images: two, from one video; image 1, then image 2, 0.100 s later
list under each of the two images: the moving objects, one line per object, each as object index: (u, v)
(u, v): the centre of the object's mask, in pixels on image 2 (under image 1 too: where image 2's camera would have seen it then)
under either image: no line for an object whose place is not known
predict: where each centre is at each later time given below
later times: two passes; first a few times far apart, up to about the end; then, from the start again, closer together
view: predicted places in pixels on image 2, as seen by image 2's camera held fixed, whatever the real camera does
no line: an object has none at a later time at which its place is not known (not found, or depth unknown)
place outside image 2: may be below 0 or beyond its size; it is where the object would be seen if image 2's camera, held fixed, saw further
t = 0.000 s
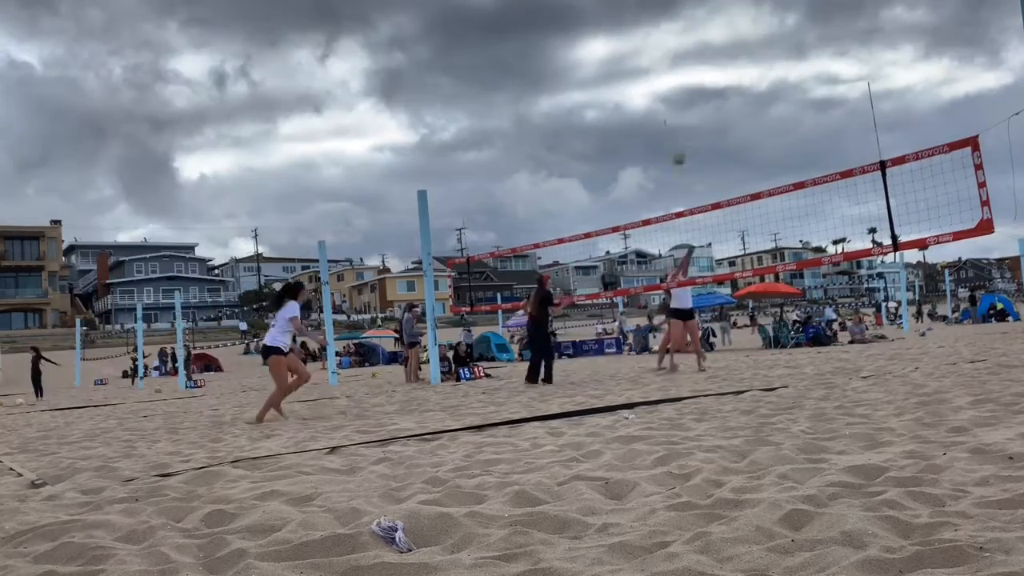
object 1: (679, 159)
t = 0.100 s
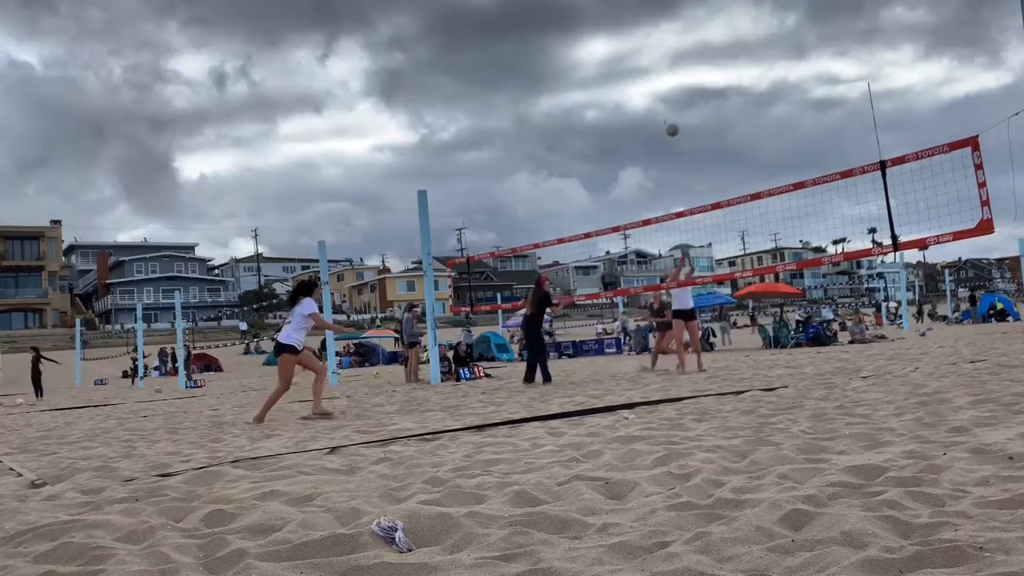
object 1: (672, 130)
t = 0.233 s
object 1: (665, 102)
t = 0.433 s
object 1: (654, 81)
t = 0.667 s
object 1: (644, 85)
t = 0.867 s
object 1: (637, 113)
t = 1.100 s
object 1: (630, 171)
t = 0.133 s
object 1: (670, 122)
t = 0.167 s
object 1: (668, 114)
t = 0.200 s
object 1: (666, 108)
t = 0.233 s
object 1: (665, 102)
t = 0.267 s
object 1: (663, 97)
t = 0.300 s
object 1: (661, 93)
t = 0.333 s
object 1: (659, 89)
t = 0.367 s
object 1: (657, 85)
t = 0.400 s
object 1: (655, 83)
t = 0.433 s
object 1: (654, 81)
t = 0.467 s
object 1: (652, 79)
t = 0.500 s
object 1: (651, 79)
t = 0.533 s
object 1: (650, 79)
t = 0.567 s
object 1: (648, 79)
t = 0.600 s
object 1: (646, 81)
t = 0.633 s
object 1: (645, 83)
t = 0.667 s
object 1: (644, 85)
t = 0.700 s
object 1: (642, 89)
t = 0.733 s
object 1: (641, 92)
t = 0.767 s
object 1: (640, 97)
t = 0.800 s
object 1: (639, 102)
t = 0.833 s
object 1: (638, 107)
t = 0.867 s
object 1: (637, 113)
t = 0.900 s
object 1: (636, 120)
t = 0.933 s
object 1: (634, 127)
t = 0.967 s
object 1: (633, 135)
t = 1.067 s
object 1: (631, 161)
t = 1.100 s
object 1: (630, 171)
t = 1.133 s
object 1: (630, 180)
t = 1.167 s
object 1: (629, 191)
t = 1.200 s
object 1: (628, 203)
